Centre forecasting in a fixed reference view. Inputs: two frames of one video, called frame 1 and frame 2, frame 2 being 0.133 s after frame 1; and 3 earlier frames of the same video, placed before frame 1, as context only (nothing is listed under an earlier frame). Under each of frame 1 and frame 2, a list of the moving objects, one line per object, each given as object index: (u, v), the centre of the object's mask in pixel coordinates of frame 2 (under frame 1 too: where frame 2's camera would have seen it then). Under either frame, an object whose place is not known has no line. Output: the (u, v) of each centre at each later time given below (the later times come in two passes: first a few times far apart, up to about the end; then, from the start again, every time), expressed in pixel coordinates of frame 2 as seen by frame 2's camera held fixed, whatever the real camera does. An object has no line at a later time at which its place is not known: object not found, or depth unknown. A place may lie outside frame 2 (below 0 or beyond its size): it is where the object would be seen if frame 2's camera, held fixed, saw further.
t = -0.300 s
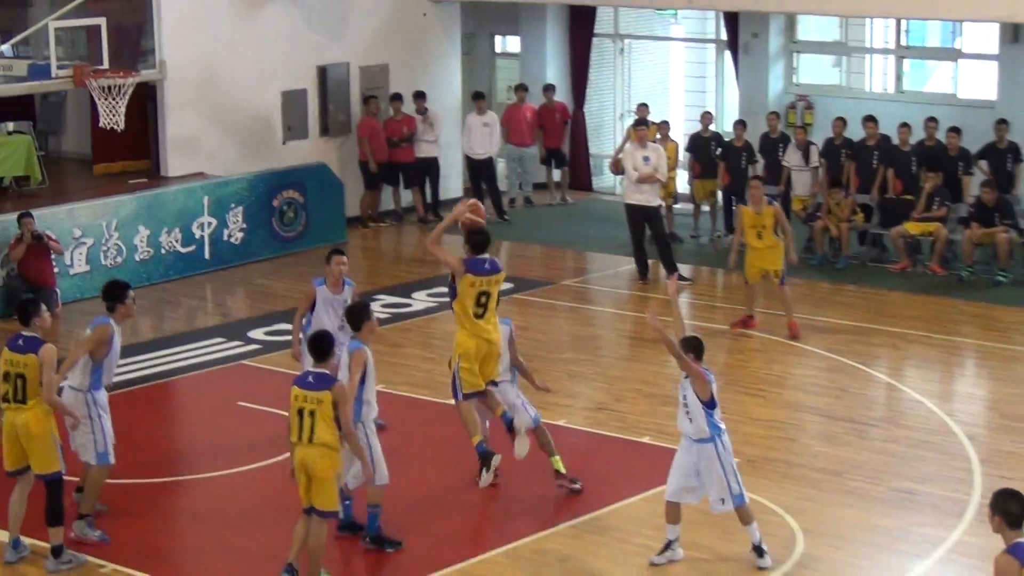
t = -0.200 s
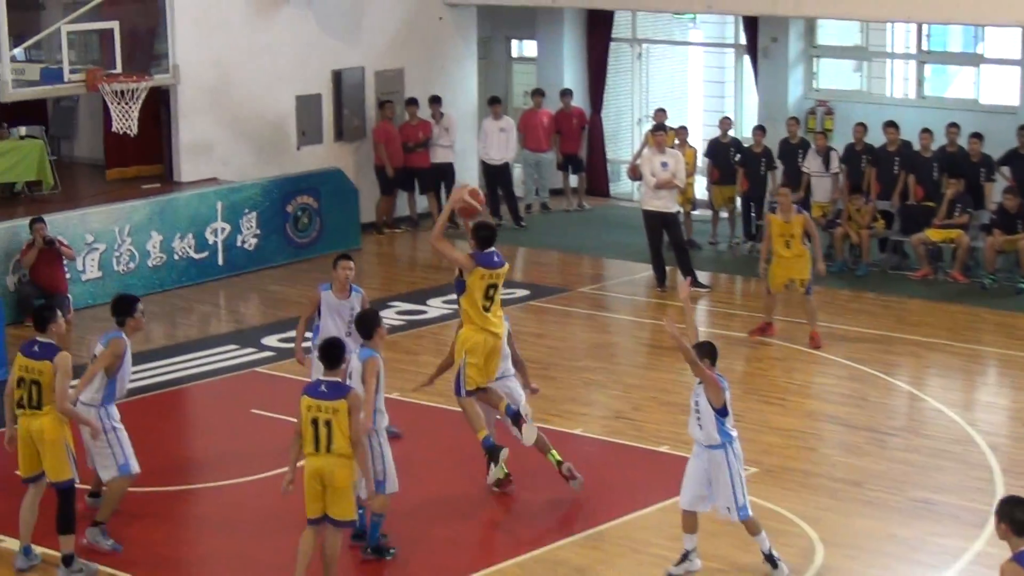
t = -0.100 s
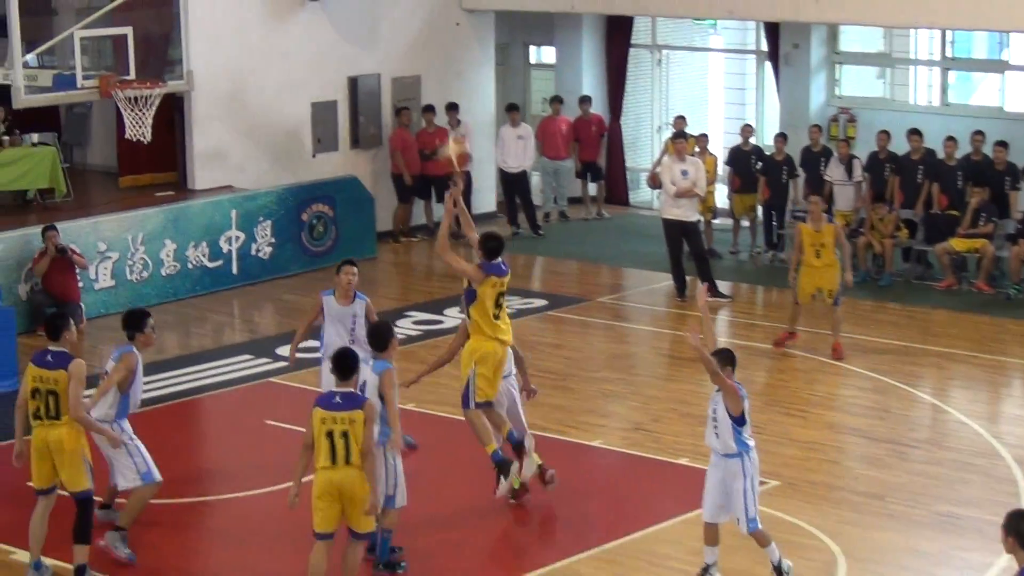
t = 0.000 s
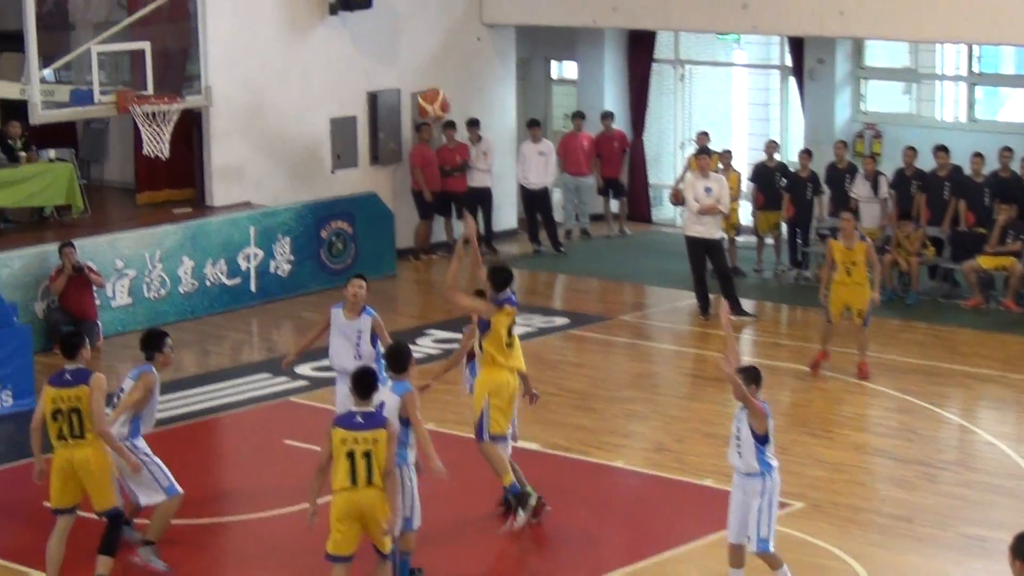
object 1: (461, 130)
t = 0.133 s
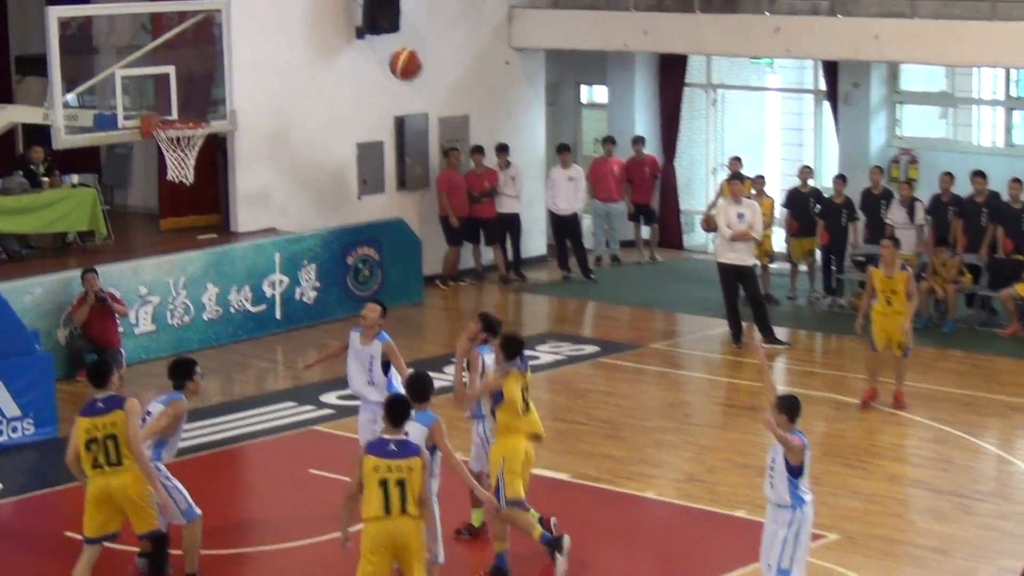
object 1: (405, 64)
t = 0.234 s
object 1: (366, 32)
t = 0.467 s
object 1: (279, 10)
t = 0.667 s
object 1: (216, 50)
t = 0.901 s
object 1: (187, 101)
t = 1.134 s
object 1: (246, 103)
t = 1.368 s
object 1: (313, 182)
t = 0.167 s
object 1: (392, 51)
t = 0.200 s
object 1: (379, 40)
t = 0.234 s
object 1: (366, 32)
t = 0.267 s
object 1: (353, 24)
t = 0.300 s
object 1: (339, 18)
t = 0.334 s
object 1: (327, 13)
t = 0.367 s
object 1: (315, 10)
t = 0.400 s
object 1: (303, 9)
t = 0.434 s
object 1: (291, 9)
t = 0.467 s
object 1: (279, 10)
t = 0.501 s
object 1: (268, 13)
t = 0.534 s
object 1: (257, 18)
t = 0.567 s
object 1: (246, 25)
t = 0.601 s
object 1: (236, 32)
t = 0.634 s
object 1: (226, 41)
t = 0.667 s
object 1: (216, 50)
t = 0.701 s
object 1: (204, 62)
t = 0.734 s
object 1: (195, 75)
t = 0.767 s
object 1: (185, 87)
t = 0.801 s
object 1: (176, 102)
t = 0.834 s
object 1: (171, 112)
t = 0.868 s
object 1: (179, 107)
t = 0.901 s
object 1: (187, 101)
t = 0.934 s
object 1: (194, 97)
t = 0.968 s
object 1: (202, 95)
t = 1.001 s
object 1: (209, 94)
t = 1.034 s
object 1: (218, 94)
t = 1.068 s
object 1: (227, 96)
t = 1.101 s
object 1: (237, 99)
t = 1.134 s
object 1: (246, 103)
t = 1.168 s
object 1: (255, 110)
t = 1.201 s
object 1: (264, 118)
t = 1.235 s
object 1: (274, 127)
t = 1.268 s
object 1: (284, 138)
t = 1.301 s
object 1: (294, 151)
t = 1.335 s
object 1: (304, 166)
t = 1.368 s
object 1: (313, 182)
